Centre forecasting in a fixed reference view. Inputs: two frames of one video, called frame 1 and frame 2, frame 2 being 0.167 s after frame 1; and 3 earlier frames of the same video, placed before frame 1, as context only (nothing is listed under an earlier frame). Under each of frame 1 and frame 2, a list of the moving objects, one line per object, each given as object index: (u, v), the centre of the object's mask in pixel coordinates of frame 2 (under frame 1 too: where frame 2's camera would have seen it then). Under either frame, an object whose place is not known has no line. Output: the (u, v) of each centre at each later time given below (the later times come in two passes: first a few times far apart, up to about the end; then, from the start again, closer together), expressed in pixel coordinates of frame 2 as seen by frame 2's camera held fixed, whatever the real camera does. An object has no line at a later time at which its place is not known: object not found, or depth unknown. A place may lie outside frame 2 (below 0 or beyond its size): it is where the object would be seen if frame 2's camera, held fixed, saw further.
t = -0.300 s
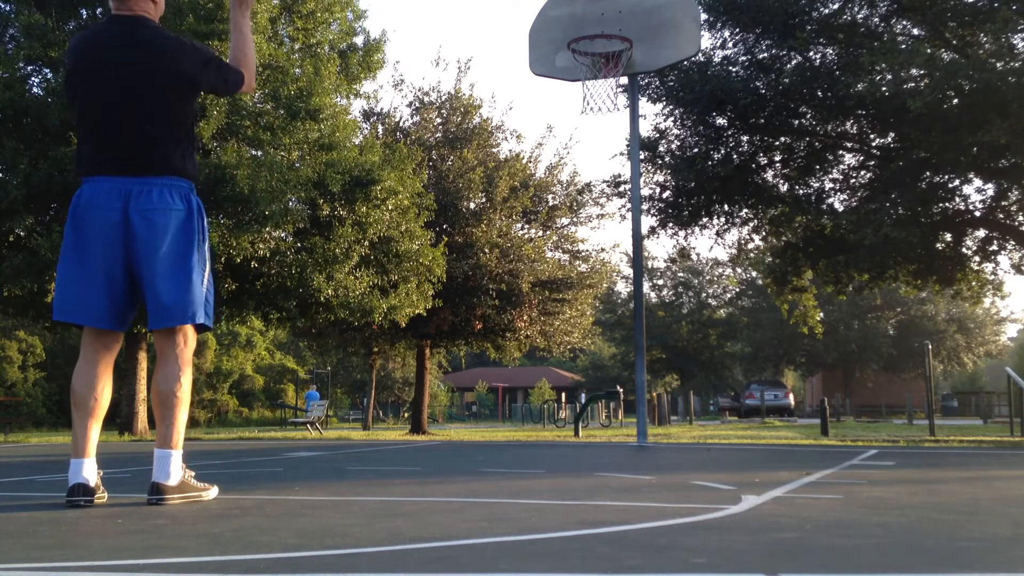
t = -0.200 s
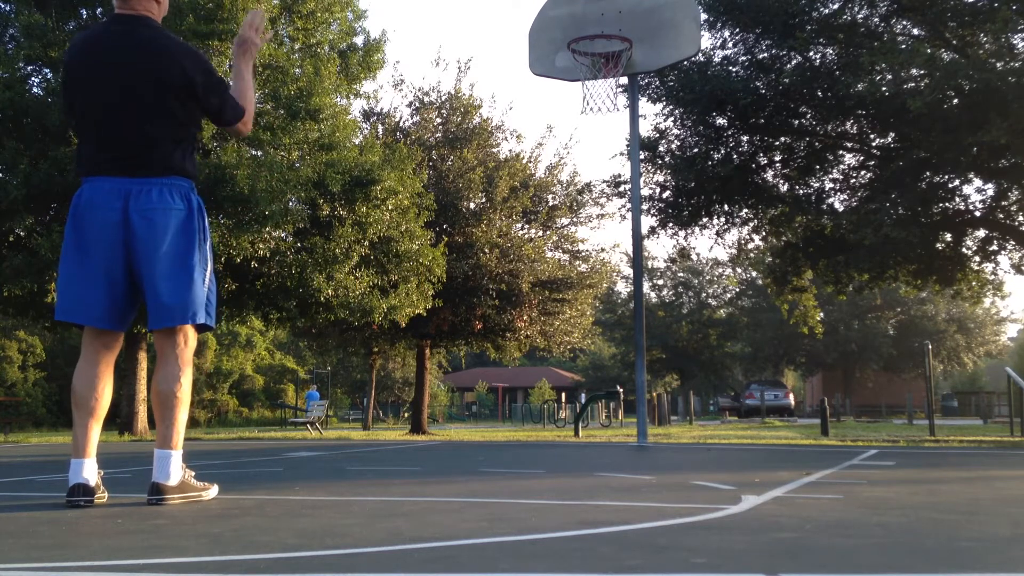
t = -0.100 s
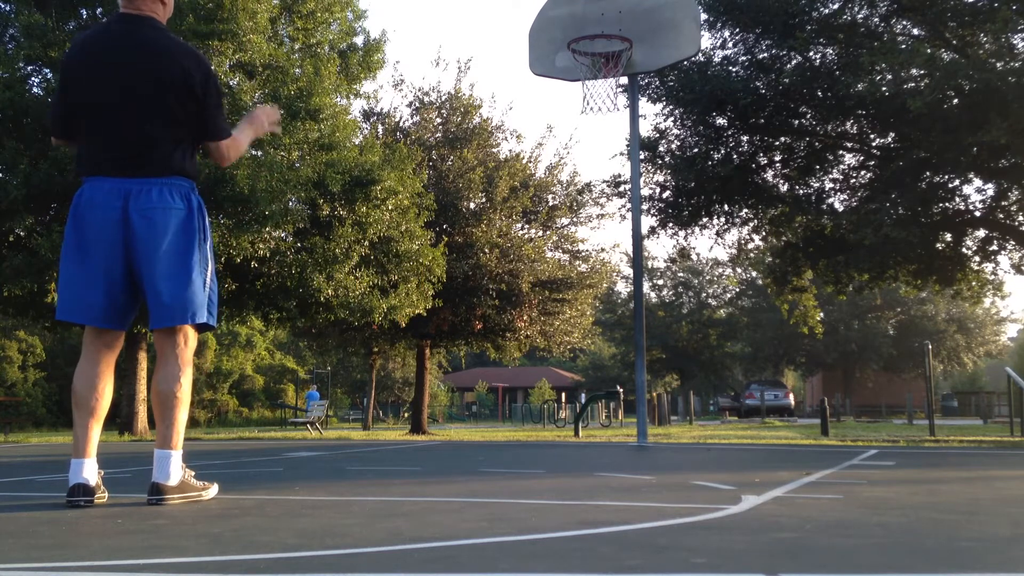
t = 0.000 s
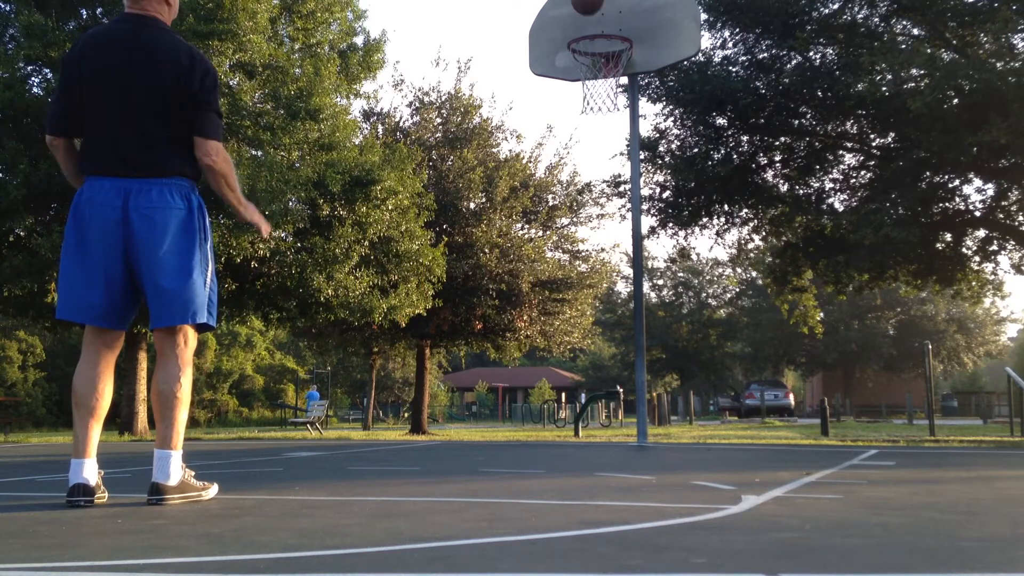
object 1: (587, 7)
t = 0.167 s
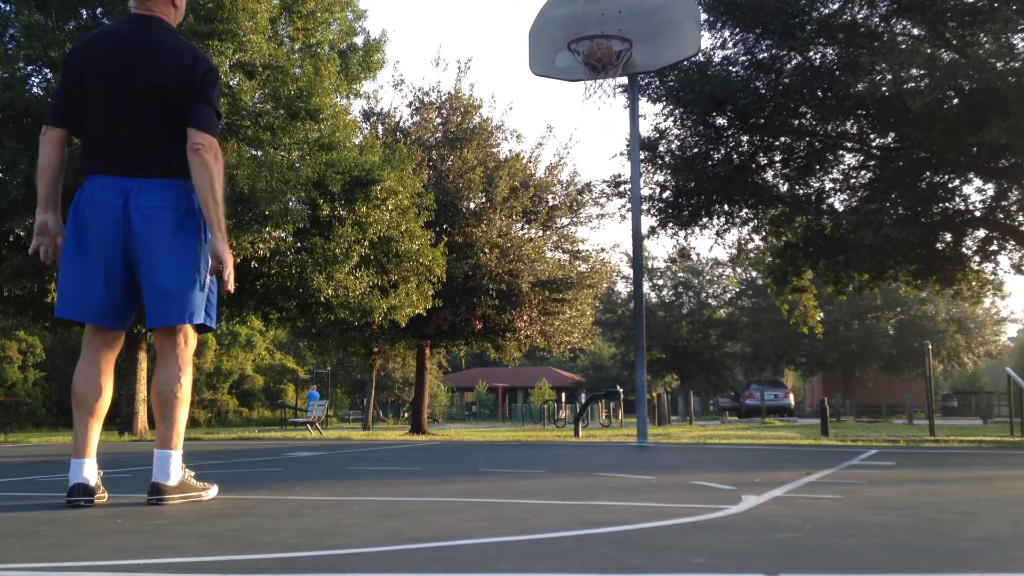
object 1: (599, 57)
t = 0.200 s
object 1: (598, 59)
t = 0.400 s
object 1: (596, 77)
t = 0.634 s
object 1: (595, 160)
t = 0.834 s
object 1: (594, 294)
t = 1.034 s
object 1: (594, 411)
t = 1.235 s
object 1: (592, 303)
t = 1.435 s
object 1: (592, 249)
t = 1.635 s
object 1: (592, 245)
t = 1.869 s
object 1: (592, 306)
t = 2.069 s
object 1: (593, 415)
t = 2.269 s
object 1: (590, 366)
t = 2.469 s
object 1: (588, 329)
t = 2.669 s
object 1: (586, 342)
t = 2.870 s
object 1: (584, 406)
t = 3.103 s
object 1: (585, 383)
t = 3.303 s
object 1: (587, 368)
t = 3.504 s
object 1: (588, 402)
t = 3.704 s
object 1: (592, 405)
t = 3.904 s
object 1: (597, 390)
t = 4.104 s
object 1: (601, 425)
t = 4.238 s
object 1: (604, 412)
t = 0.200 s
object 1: (598, 59)
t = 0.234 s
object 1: (599, 60)
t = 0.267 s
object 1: (598, 62)
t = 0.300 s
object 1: (597, 67)
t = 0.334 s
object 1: (597, 69)
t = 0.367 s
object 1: (596, 73)
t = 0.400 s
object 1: (596, 77)
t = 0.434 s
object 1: (596, 83)
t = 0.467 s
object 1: (596, 91)
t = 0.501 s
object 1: (596, 101)
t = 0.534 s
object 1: (596, 114)
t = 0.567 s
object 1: (596, 128)
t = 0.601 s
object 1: (595, 143)
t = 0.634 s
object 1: (595, 160)
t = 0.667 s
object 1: (595, 178)
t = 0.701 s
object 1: (595, 198)
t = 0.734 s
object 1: (594, 219)
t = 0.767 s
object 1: (594, 243)
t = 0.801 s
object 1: (594, 268)
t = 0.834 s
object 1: (594, 294)
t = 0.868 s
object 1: (594, 322)
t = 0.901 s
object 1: (594, 352)
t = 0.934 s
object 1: (595, 382)
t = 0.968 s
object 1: (594, 415)
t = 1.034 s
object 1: (594, 411)
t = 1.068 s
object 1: (594, 389)
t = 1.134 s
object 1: (593, 350)
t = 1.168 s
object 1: (593, 332)
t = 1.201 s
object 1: (593, 317)
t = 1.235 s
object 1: (592, 303)
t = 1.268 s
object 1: (593, 291)
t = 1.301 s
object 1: (592, 279)
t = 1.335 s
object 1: (592, 269)
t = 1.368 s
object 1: (592, 261)
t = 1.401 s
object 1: (592, 254)
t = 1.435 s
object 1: (592, 249)
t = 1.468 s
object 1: (592, 244)
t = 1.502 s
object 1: (592, 242)
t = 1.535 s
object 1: (592, 241)
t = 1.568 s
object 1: (592, 241)
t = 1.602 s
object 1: (592, 242)
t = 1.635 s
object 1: (592, 245)
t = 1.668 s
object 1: (592, 250)
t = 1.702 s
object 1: (592, 255)
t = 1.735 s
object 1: (592, 263)
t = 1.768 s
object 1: (592, 271)
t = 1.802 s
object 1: (592, 281)
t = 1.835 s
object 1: (592, 293)
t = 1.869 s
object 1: (592, 306)
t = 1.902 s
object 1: (592, 322)
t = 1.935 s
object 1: (592, 337)
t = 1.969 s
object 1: (593, 355)
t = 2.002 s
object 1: (593, 374)
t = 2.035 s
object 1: (593, 393)
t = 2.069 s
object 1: (593, 415)
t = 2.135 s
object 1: (592, 418)
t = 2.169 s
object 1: (591, 403)
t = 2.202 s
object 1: (592, 389)
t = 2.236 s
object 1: (592, 377)
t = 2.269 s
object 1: (590, 366)
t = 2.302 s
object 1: (590, 357)
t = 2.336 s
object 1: (590, 348)
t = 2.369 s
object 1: (589, 342)
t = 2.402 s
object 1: (589, 336)
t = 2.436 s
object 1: (589, 331)
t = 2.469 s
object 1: (588, 329)
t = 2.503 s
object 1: (588, 329)
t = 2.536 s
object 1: (588, 328)
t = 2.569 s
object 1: (587, 330)
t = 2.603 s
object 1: (587, 332)
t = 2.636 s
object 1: (587, 336)
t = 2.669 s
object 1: (586, 342)
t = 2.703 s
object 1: (585, 349)
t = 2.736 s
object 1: (584, 358)
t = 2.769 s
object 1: (585, 367)
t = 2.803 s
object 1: (585, 379)
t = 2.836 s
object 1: (585, 391)
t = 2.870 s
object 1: (584, 406)
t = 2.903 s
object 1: (583, 422)
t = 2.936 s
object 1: (583, 433)
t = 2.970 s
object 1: (584, 420)
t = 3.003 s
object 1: (584, 408)
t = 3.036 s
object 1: (585, 398)
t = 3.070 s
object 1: (585, 390)
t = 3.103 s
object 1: (585, 383)
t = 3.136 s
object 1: (586, 378)
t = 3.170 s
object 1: (586, 373)
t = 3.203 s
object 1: (586, 371)
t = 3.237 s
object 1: (587, 368)
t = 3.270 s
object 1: (587, 368)
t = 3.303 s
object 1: (587, 368)
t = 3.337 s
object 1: (587, 371)
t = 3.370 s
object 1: (588, 375)
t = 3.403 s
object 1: (588, 379)
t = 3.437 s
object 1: (589, 385)
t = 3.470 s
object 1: (588, 393)
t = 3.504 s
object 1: (588, 402)
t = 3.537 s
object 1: (589, 414)
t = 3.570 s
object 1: (589, 426)
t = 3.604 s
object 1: (590, 431)
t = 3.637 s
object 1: (591, 420)
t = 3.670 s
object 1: (592, 412)
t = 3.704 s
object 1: (592, 405)
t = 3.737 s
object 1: (593, 399)
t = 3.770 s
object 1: (593, 394)
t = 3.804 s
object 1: (595, 391)
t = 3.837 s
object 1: (595, 390)
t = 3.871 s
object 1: (596, 389)
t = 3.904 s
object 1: (597, 390)
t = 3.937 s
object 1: (597, 392)
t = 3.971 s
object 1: (598, 395)
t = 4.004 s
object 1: (599, 400)
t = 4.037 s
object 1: (600, 407)
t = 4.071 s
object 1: (600, 415)
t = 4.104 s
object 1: (601, 425)
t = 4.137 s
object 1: (602, 433)
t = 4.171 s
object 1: (603, 425)
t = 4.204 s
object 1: (603, 418)
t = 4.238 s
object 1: (604, 412)
